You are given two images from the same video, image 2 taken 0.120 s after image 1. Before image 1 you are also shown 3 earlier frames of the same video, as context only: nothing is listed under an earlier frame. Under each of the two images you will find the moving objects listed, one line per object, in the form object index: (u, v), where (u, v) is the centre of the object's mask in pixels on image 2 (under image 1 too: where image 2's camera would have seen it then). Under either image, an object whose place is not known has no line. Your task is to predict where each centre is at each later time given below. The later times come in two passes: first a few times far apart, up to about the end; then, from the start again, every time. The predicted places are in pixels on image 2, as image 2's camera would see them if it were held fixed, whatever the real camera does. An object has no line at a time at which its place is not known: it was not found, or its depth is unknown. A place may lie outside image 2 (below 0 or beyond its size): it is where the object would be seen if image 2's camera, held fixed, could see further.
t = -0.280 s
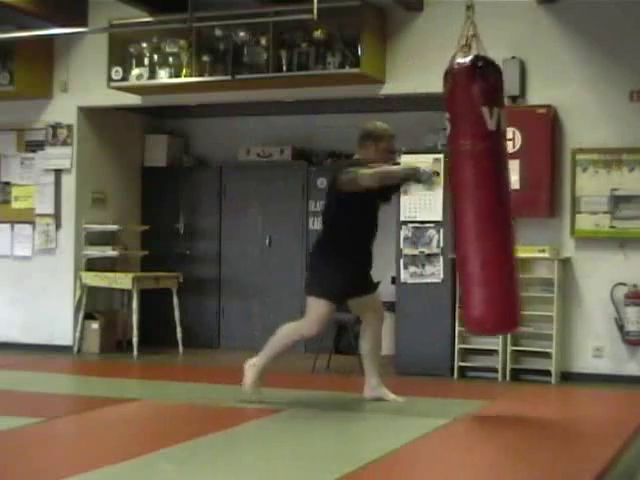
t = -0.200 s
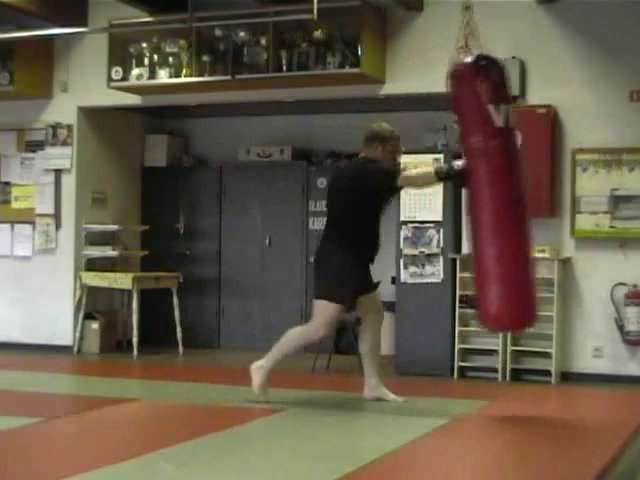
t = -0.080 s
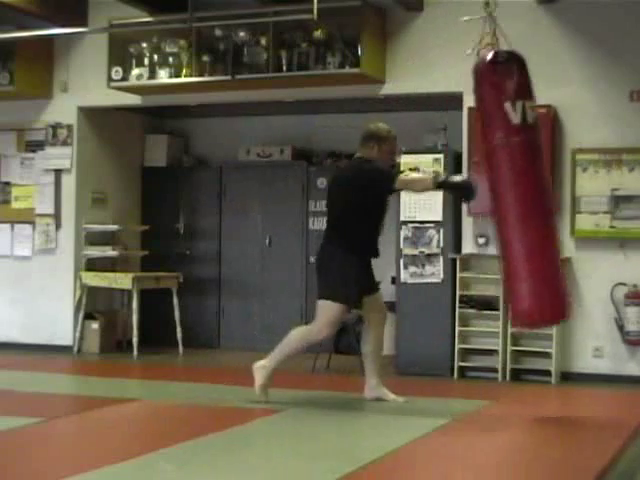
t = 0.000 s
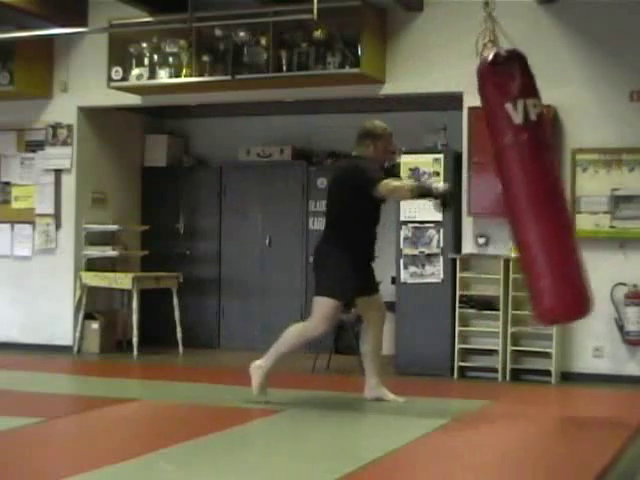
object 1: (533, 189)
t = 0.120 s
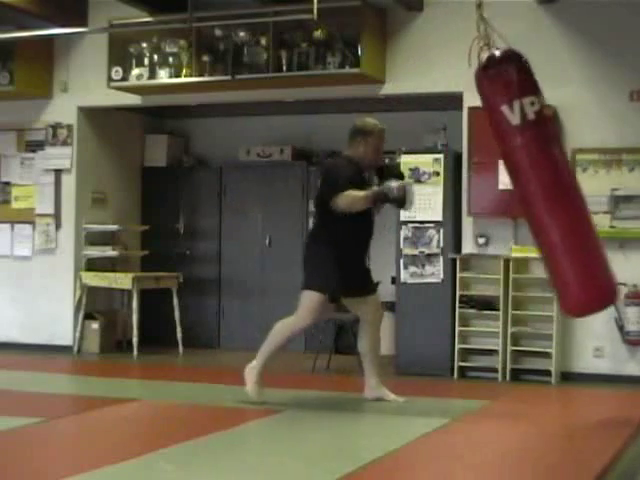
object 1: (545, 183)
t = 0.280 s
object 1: (555, 180)
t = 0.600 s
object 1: (537, 187)
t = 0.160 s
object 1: (548, 182)
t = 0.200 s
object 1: (551, 181)
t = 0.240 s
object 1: (553, 180)
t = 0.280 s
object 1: (555, 180)
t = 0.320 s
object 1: (556, 180)
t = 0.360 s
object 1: (556, 180)
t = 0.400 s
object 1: (556, 180)
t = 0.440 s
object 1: (554, 181)
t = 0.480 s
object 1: (551, 182)
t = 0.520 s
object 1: (547, 183)
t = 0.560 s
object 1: (543, 184)
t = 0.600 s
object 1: (537, 187)
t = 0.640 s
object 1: (531, 188)
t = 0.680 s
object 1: (524, 189)
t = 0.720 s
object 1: (517, 191)
